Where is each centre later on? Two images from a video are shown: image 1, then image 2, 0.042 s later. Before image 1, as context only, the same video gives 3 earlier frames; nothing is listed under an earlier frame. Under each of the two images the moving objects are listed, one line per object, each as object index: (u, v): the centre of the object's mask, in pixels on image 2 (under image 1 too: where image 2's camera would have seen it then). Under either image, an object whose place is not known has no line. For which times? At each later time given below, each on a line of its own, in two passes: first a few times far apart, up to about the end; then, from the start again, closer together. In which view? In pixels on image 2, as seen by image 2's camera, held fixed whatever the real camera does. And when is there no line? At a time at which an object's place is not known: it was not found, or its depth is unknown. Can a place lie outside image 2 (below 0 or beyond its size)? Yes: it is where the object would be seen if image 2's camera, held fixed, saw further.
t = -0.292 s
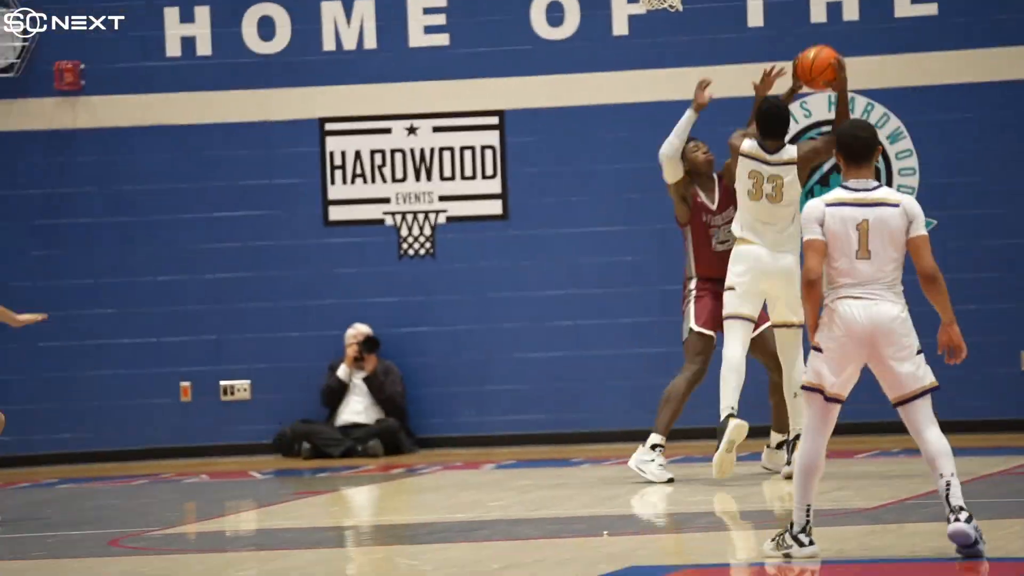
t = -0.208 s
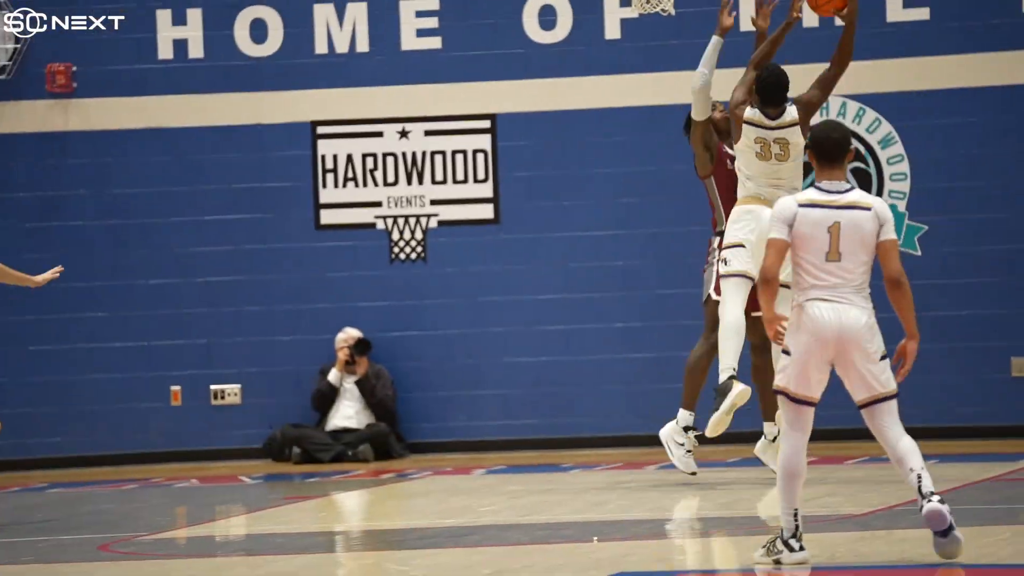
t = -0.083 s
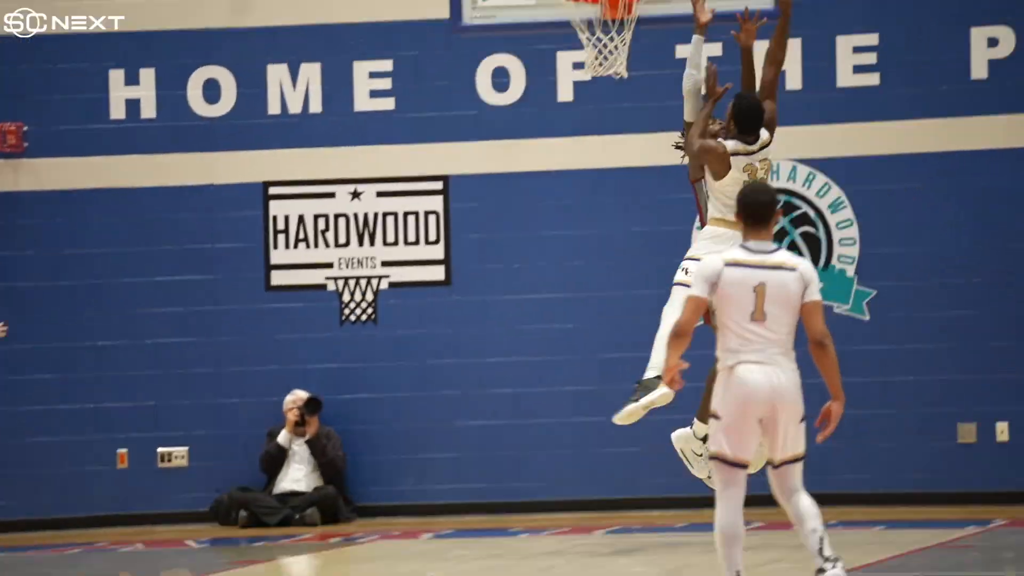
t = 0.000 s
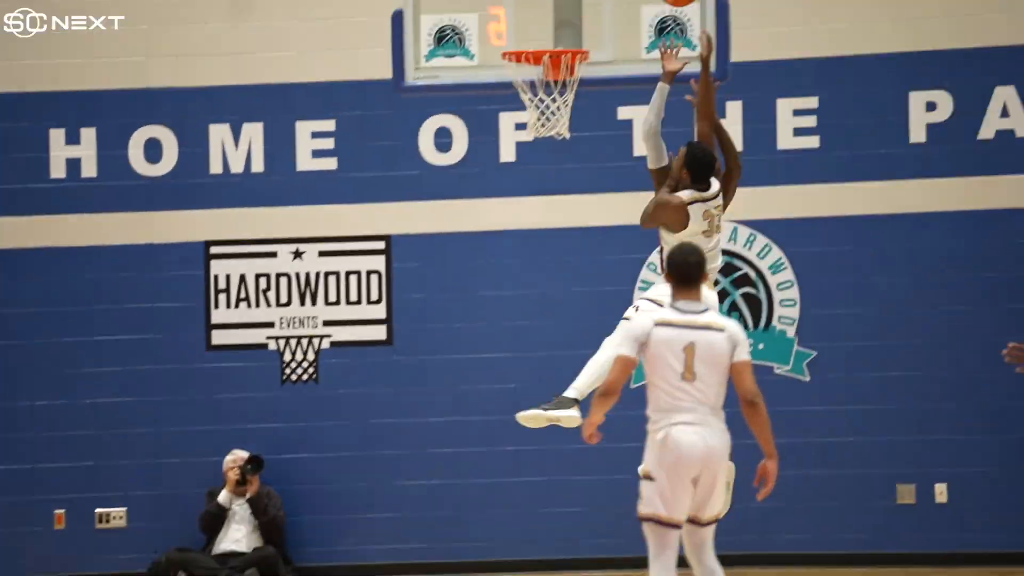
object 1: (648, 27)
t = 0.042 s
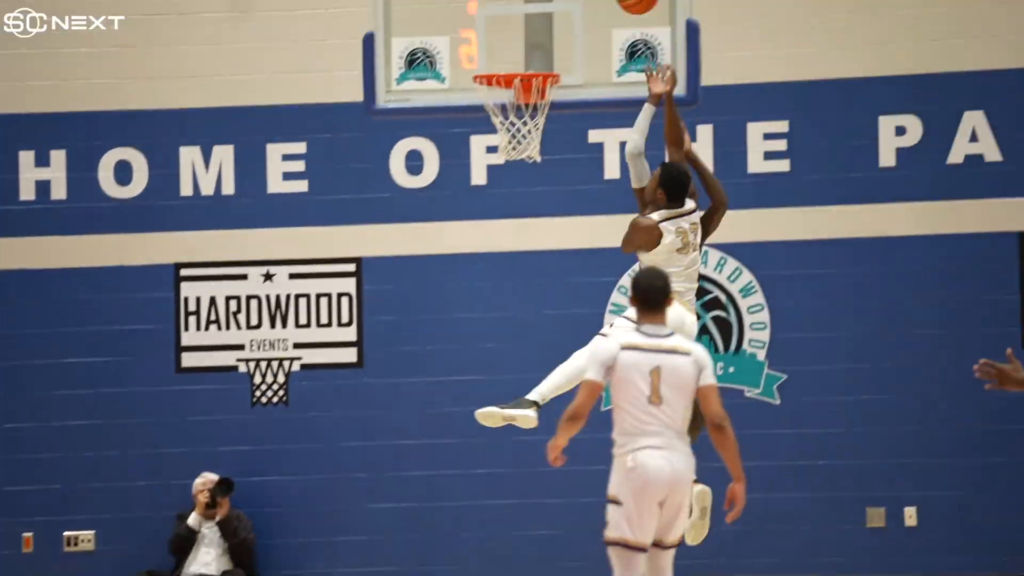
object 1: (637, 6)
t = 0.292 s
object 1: (574, -44)
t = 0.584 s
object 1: (511, 48)
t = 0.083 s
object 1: (626, -14)
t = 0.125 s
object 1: (615, -31)
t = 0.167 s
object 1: (604, -39)
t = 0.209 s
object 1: (592, -42)
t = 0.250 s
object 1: (583, -44)
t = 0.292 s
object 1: (574, -44)
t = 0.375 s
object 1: (556, -34)
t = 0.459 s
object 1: (538, -11)
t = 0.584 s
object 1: (511, 48)
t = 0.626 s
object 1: (502, 74)
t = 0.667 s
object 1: (495, 103)
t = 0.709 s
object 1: (486, 134)
